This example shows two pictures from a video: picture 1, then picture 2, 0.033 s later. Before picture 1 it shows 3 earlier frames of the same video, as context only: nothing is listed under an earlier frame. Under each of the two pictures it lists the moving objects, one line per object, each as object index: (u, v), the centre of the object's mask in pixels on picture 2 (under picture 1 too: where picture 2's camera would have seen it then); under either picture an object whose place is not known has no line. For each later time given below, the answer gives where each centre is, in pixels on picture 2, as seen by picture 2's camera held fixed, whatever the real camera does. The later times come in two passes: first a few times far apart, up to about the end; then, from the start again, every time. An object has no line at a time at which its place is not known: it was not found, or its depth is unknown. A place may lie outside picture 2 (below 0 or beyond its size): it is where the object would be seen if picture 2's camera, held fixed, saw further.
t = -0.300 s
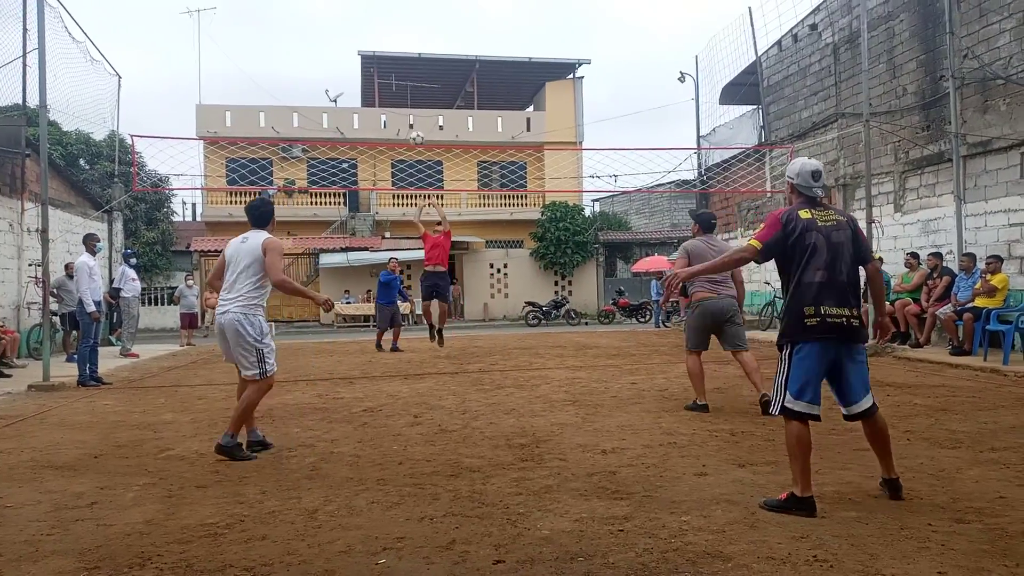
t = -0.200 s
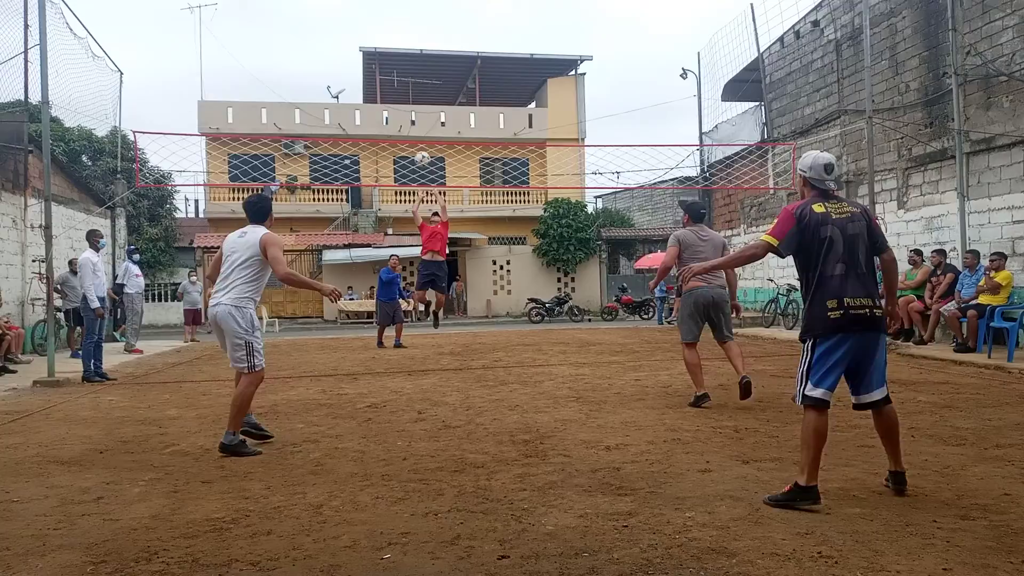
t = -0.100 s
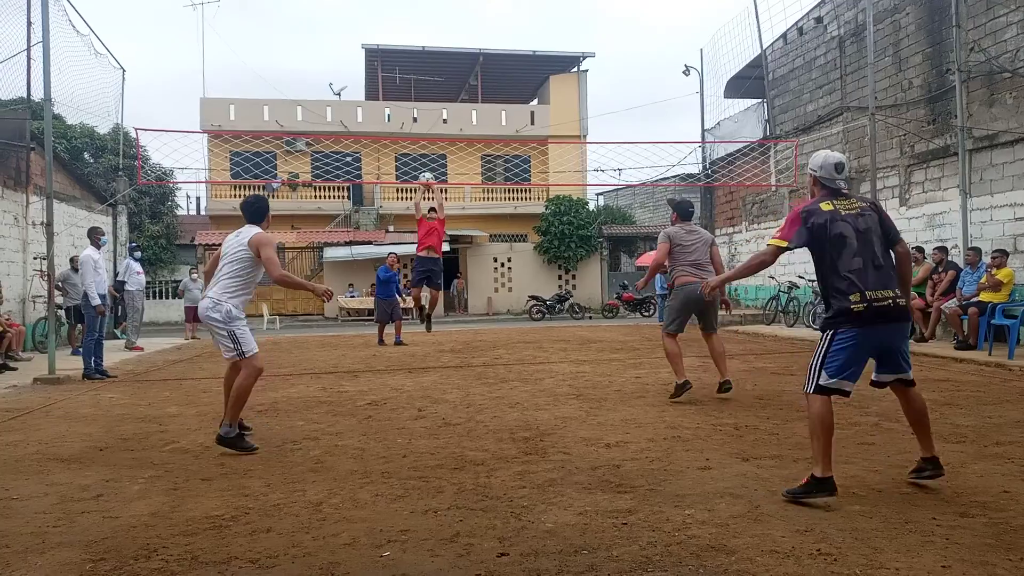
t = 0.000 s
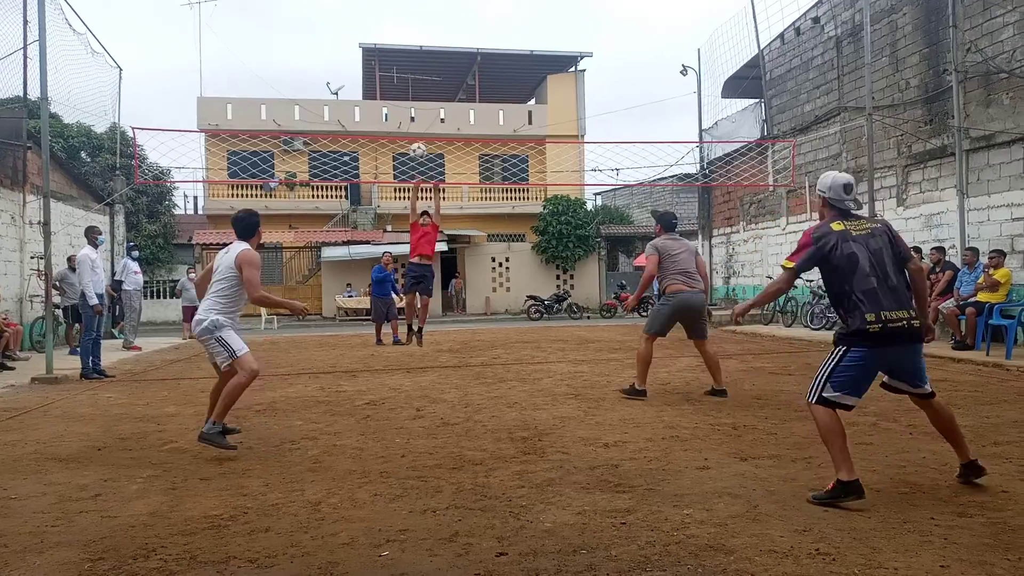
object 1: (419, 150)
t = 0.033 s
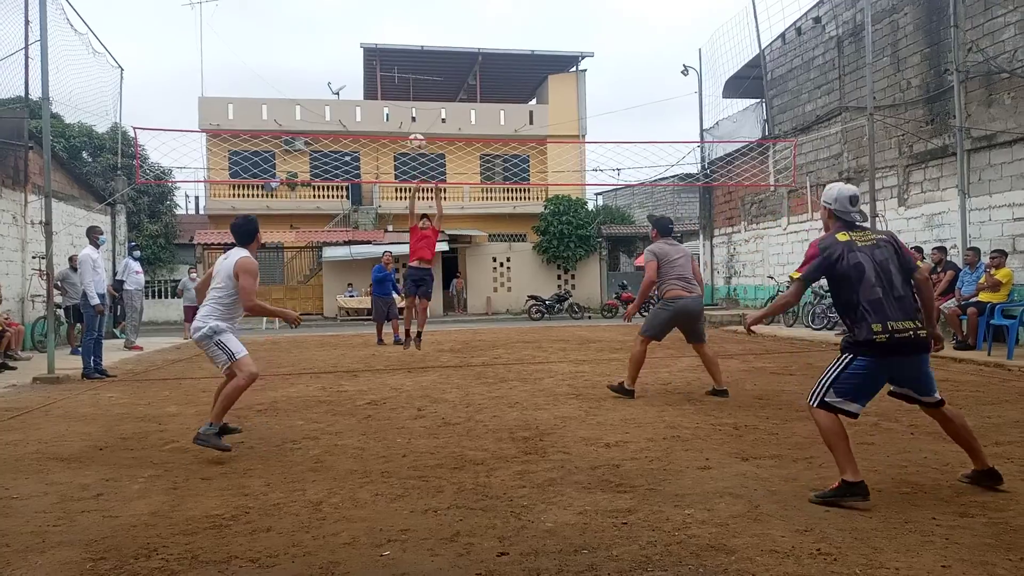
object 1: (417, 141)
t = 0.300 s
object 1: (398, 89)
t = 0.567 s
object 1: (373, 90)
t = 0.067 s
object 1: (414, 132)
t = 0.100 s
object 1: (412, 125)
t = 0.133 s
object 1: (410, 118)
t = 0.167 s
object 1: (408, 111)
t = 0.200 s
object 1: (405, 104)
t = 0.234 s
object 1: (402, 99)
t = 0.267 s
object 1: (400, 94)
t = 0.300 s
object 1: (398, 89)
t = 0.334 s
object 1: (395, 86)
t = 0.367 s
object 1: (392, 83)
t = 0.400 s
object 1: (389, 81)
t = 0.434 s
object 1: (387, 81)
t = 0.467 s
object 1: (383, 81)
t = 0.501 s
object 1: (380, 82)
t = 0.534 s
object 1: (376, 85)
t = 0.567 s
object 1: (373, 90)
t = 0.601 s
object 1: (369, 96)
